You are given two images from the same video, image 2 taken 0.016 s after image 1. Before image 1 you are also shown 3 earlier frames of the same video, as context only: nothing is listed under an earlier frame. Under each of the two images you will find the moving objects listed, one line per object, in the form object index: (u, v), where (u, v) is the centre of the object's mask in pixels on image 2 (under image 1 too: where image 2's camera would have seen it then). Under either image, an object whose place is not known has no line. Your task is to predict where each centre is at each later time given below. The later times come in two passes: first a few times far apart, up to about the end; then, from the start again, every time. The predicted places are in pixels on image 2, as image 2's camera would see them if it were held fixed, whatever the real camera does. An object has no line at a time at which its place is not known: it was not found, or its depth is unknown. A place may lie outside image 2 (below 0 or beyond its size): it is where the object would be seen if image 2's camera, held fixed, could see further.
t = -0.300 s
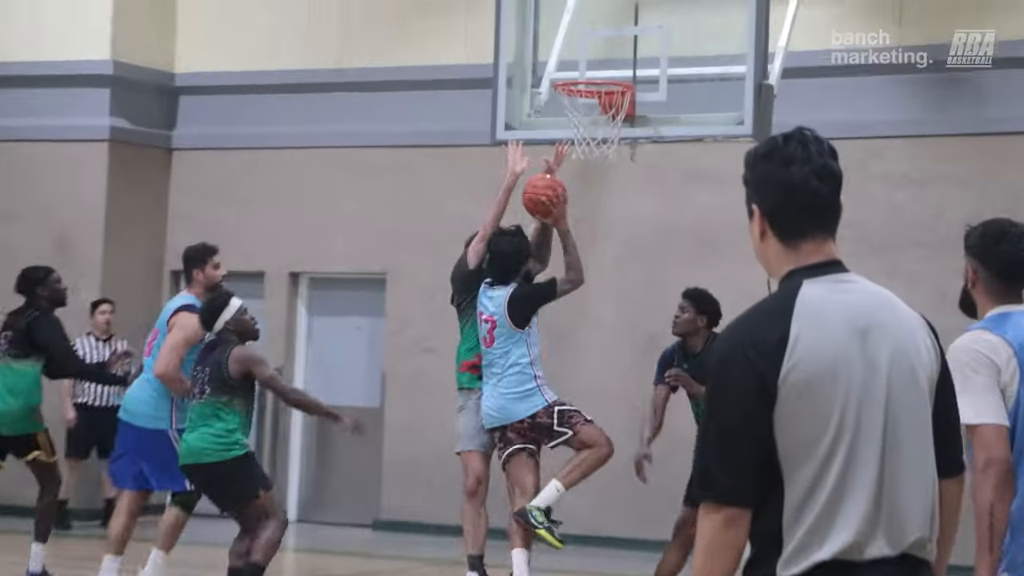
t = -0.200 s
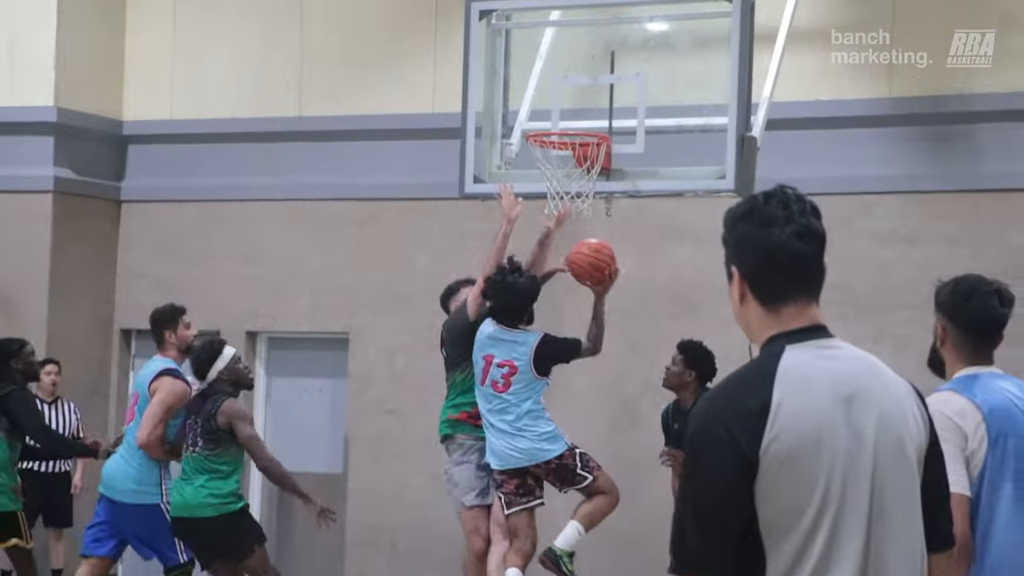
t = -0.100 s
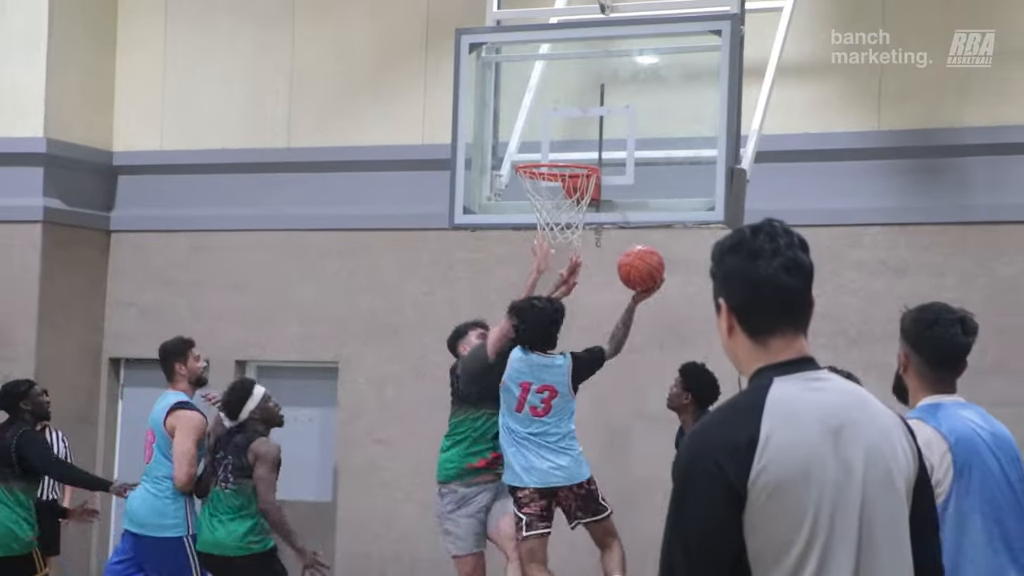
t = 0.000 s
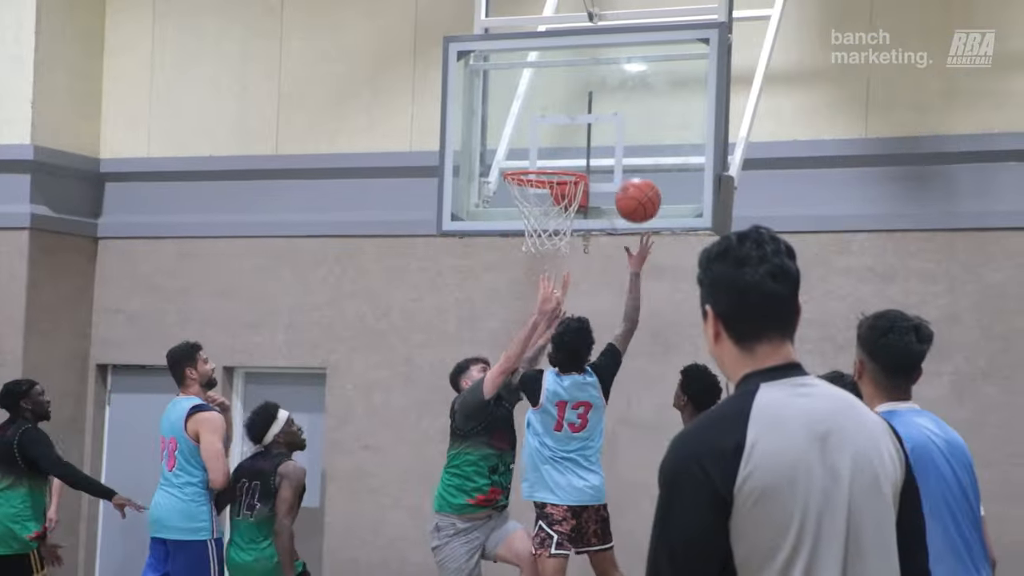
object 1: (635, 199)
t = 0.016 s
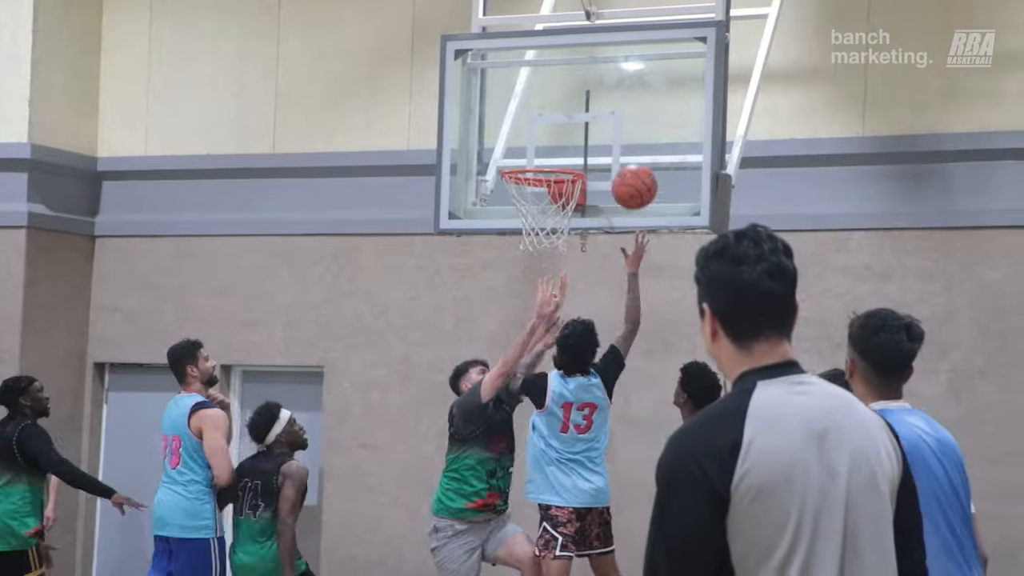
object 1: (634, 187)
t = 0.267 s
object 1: (616, 75)
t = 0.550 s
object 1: (591, 84)
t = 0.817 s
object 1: (551, 177)
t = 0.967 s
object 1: (528, 248)
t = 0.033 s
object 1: (633, 175)
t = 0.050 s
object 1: (632, 165)
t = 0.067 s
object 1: (630, 155)
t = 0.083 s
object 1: (629, 145)
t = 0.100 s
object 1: (628, 135)
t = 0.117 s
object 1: (627, 127)
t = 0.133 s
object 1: (626, 119)
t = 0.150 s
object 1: (625, 112)
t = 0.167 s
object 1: (624, 105)
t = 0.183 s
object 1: (622, 99)
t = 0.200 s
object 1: (621, 93)
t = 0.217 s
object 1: (620, 87)
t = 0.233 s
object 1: (618, 83)
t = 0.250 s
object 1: (617, 79)
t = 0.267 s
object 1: (616, 75)
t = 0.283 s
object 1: (614, 72)
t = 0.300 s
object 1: (613, 69)
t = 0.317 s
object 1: (612, 66)
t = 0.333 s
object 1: (611, 64)
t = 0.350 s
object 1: (609, 63)
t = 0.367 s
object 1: (608, 63)
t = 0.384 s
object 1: (606, 62)
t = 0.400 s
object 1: (605, 62)
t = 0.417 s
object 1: (603, 63)
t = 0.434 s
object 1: (602, 64)
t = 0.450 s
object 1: (600, 65)
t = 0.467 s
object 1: (599, 67)
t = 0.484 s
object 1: (597, 70)
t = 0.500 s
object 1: (595, 72)
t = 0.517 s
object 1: (594, 76)
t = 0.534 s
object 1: (593, 80)
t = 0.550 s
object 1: (591, 84)
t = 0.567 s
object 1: (589, 89)
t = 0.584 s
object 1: (588, 94)
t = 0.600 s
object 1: (587, 100)
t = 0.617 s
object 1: (585, 106)
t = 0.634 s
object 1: (584, 113)
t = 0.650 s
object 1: (582, 120)
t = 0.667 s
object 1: (581, 126)
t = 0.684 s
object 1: (578, 130)
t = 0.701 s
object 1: (575, 134)
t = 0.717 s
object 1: (571, 138)
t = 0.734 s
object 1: (568, 143)
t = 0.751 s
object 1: (565, 149)
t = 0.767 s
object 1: (561, 154)
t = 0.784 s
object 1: (559, 158)
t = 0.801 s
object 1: (556, 161)
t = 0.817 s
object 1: (551, 177)
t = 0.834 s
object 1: (548, 186)
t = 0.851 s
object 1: (546, 192)
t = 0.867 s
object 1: (541, 201)
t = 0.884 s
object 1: (539, 209)
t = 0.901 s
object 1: (535, 219)
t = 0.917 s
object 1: (533, 227)
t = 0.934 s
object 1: (531, 234)
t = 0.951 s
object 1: (530, 245)
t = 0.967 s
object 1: (528, 248)
